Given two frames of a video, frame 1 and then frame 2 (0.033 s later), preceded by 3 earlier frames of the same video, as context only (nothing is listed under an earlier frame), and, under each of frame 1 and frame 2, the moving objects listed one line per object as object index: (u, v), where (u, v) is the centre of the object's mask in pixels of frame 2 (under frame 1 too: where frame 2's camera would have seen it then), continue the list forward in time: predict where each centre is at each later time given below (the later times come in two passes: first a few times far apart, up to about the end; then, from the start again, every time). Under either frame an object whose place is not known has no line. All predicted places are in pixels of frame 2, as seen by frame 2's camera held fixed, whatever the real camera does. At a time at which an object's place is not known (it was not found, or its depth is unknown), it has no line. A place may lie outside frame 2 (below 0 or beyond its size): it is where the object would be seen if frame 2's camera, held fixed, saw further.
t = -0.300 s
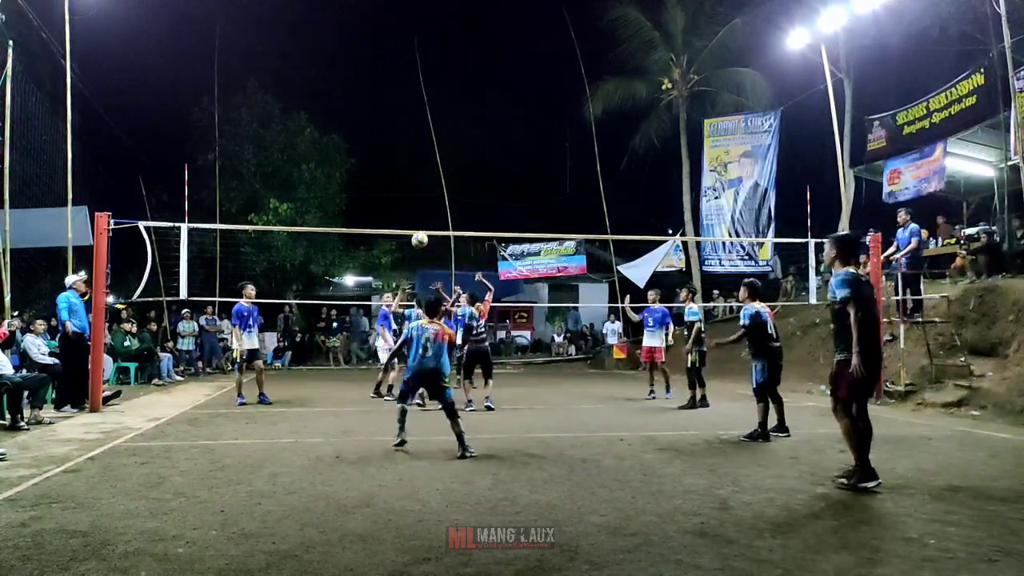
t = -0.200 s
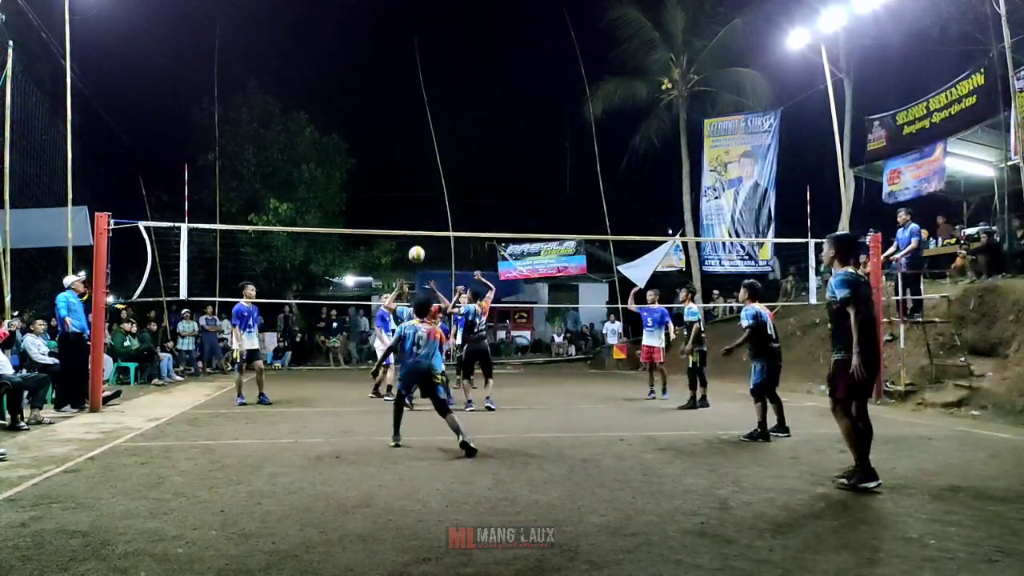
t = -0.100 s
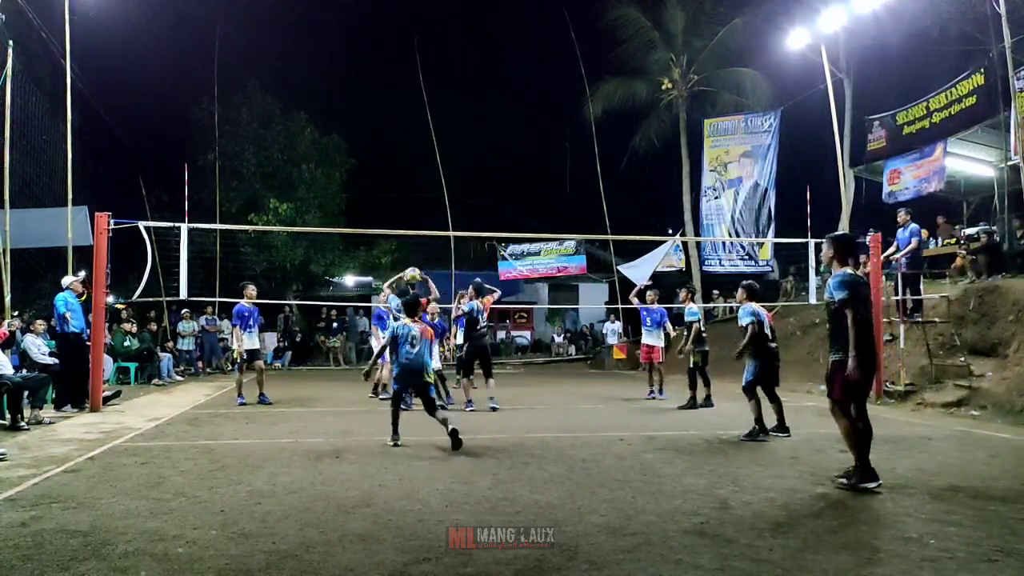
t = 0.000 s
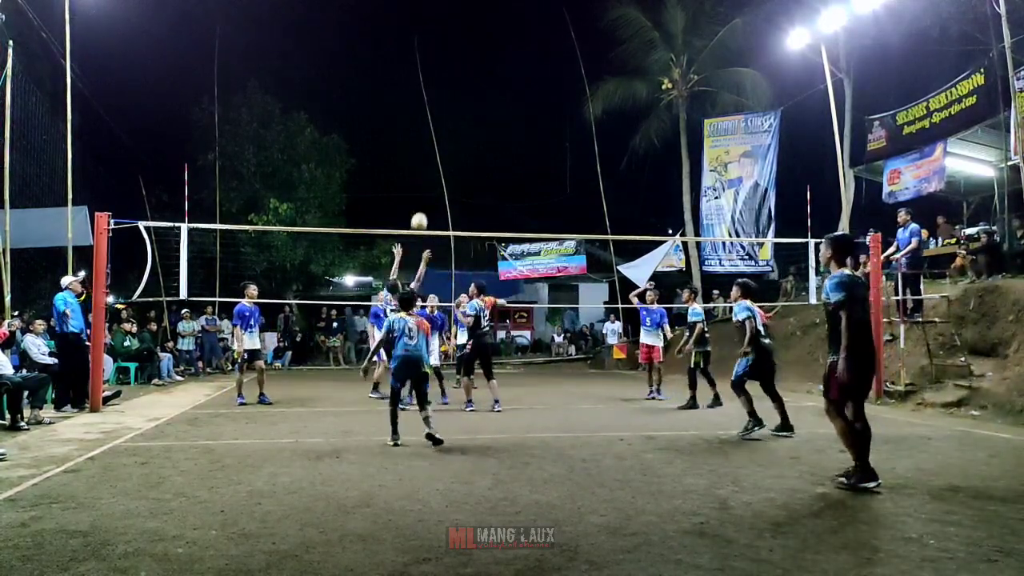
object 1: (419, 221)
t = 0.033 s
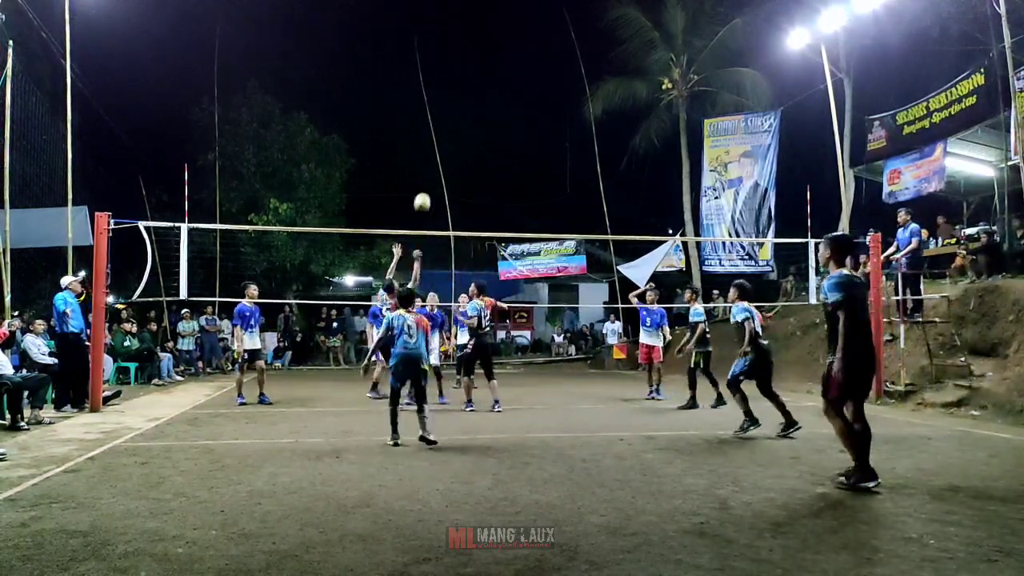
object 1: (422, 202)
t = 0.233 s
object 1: (439, 105)
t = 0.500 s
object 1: (460, 23)
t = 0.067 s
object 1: (425, 184)
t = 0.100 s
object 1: (428, 166)
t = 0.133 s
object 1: (431, 150)
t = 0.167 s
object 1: (433, 134)
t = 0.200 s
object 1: (436, 119)
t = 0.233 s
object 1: (439, 105)
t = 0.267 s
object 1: (442, 92)
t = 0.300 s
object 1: (444, 79)
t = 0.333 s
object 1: (447, 68)
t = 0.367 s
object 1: (449, 57)
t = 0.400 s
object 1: (452, 47)
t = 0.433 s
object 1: (454, 38)
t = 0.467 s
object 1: (457, 30)
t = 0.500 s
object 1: (460, 23)
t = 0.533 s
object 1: (462, 17)
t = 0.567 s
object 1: (465, 11)
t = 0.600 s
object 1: (467, 7)
